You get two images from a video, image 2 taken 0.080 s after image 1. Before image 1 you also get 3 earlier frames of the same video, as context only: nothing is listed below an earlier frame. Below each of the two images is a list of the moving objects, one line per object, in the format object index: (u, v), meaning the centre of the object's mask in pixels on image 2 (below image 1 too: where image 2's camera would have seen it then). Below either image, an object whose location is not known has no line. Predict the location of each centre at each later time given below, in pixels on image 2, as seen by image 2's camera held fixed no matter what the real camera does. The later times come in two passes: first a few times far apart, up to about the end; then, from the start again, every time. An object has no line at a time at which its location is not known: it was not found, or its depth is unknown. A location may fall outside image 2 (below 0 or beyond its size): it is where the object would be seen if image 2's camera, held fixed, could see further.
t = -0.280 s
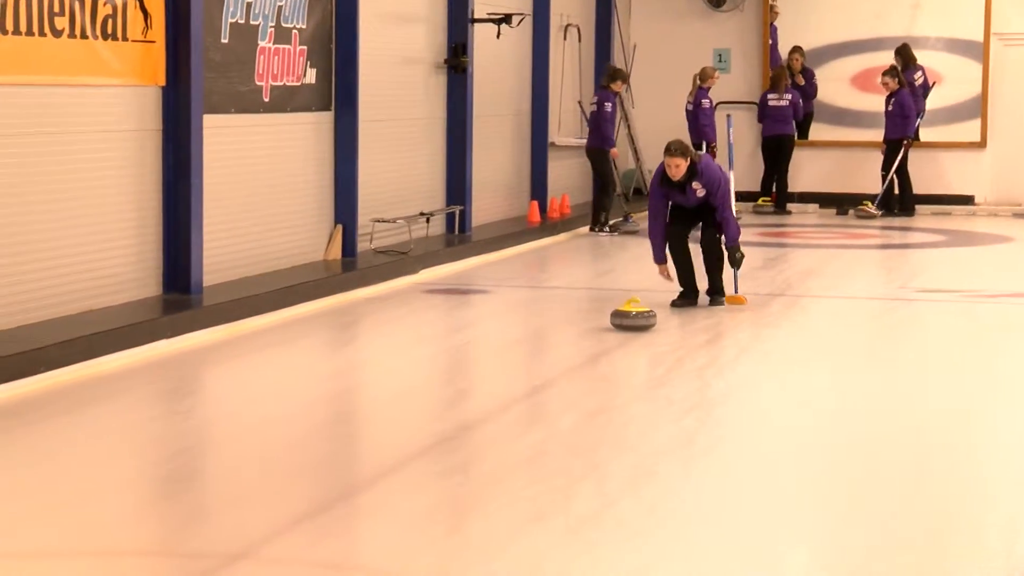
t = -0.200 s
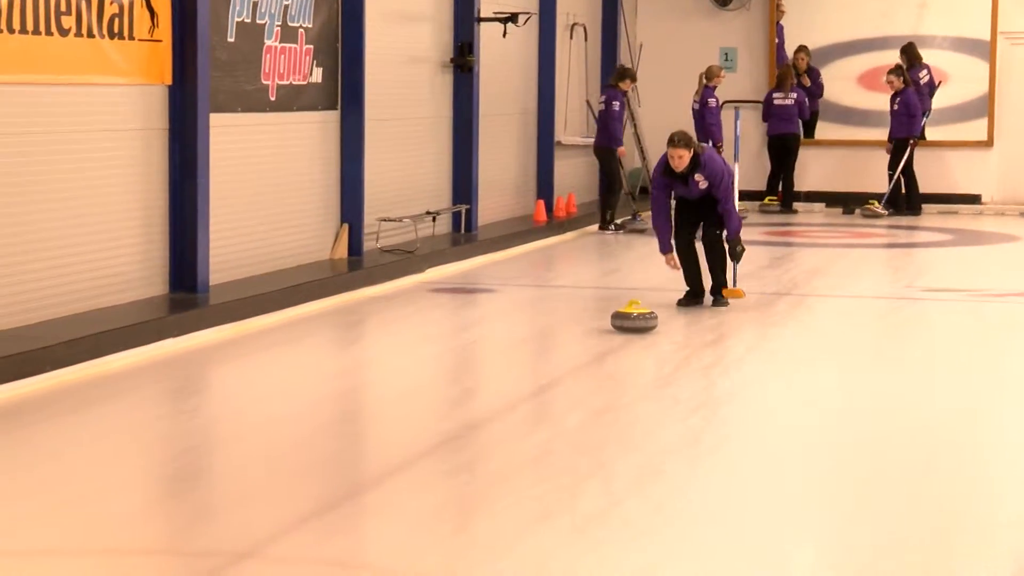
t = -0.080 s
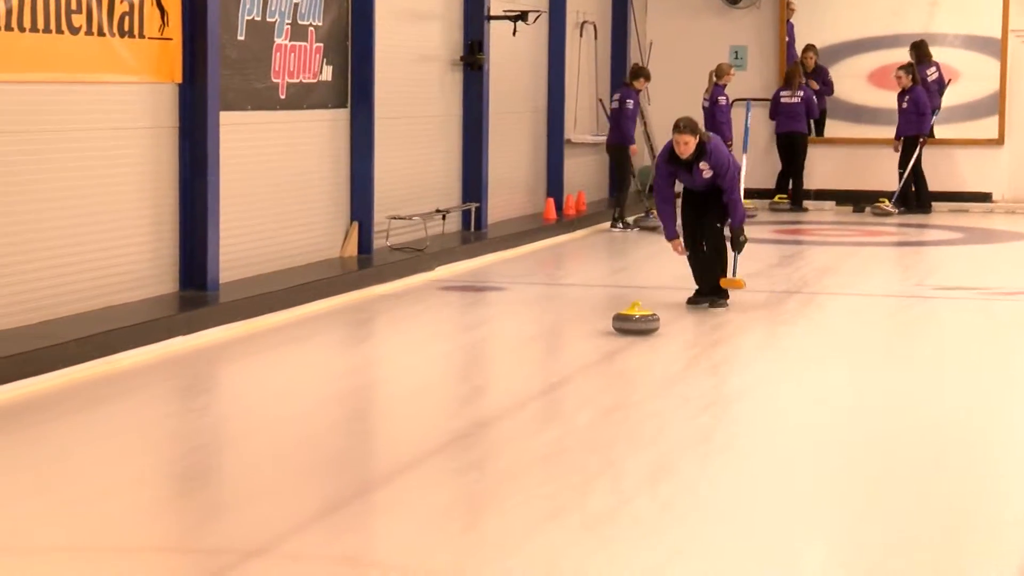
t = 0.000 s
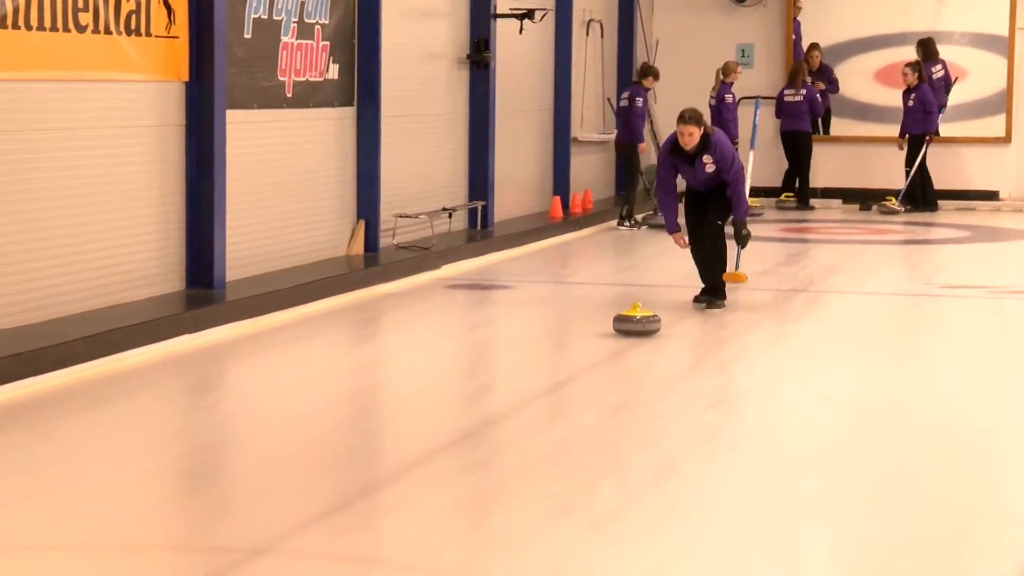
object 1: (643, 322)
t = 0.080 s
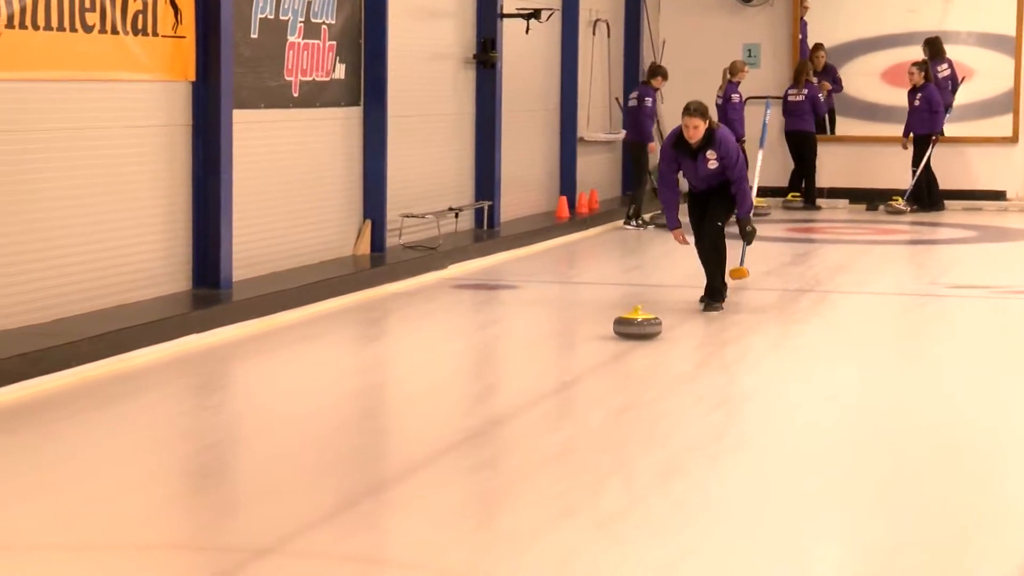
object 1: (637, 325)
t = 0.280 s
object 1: (623, 333)
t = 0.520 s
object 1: (603, 341)
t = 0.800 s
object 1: (580, 352)
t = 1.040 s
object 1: (559, 361)
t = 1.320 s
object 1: (531, 374)
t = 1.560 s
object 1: (505, 385)
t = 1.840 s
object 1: (473, 400)
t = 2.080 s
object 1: (443, 415)
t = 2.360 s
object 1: (405, 433)
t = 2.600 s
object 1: (369, 451)
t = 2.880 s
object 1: (324, 474)
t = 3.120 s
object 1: (281, 494)
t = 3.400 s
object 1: (224, 520)
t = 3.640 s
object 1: (170, 546)
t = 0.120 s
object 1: (635, 327)
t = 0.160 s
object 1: (632, 328)
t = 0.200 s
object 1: (628, 329)
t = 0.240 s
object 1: (626, 331)
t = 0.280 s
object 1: (623, 333)
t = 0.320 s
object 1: (619, 333)
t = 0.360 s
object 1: (616, 335)
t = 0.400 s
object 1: (613, 337)
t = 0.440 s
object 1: (610, 338)
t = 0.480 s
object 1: (607, 340)
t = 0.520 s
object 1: (603, 341)
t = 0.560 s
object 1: (600, 342)
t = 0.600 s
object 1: (597, 344)
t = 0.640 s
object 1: (594, 345)
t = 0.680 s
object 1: (590, 347)
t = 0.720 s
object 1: (587, 348)
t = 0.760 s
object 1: (583, 350)
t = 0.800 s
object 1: (580, 352)
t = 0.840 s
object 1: (577, 353)
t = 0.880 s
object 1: (573, 354)
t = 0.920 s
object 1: (570, 356)
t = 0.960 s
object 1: (566, 358)
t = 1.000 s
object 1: (562, 360)
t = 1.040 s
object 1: (559, 361)
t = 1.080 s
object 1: (555, 363)
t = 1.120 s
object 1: (551, 365)
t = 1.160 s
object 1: (547, 367)
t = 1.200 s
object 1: (543, 369)
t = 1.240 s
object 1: (539, 370)
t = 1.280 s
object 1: (535, 372)
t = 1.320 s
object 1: (531, 374)
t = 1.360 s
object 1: (526, 376)
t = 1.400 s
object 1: (522, 377)
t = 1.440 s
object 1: (518, 379)
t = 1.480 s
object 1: (514, 381)
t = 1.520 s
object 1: (510, 383)
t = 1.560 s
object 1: (505, 385)
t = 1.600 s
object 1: (501, 388)
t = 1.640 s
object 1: (496, 390)
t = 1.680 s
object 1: (492, 392)
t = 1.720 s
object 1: (487, 394)
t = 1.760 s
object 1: (482, 396)
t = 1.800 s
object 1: (478, 398)
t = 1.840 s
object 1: (473, 400)
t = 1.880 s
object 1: (468, 403)
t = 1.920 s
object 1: (463, 406)
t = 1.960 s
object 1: (458, 408)
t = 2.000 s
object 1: (453, 410)
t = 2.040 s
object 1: (448, 413)
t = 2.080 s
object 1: (443, 415)
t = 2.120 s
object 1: (438, 418)
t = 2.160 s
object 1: (433, 420)
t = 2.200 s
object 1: (427, 423)
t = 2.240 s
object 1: (422, 425)
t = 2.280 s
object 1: (417, 428)
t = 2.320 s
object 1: (411, 431)
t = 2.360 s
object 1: (405, 433)
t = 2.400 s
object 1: (400, 436)
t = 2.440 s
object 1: (394, 439)
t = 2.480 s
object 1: (388, 442)
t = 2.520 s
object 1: (382, 445)
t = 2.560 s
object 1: (376, 448)
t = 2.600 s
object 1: (369, 451)
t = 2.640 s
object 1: (363, 454)
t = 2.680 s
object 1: (357, 457)
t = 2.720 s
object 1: (350, 460)
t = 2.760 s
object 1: (344, 464)
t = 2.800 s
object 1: (337, 467)
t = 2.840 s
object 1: (330, 470)
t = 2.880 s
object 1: (324, 474)
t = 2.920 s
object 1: (317, 477)
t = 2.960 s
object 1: (310, 480)
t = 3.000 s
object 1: (303, 484)
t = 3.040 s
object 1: (295, 487)
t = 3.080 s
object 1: (288, 490)
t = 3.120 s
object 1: (281, 494)
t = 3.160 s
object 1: (273, 498)
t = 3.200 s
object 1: (265, 501)
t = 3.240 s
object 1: (257, 505)
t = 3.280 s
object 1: (249, 509)
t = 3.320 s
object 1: (241, 513)
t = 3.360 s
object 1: (232, 516)
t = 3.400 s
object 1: (224, 520)
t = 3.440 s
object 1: (215, 524)
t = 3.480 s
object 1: (207, 528)
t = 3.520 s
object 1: (198, 532)
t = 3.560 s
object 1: (188, 537)
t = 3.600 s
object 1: (179, 541)
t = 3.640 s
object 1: (170, 546)
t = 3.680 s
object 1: (160, 550)
